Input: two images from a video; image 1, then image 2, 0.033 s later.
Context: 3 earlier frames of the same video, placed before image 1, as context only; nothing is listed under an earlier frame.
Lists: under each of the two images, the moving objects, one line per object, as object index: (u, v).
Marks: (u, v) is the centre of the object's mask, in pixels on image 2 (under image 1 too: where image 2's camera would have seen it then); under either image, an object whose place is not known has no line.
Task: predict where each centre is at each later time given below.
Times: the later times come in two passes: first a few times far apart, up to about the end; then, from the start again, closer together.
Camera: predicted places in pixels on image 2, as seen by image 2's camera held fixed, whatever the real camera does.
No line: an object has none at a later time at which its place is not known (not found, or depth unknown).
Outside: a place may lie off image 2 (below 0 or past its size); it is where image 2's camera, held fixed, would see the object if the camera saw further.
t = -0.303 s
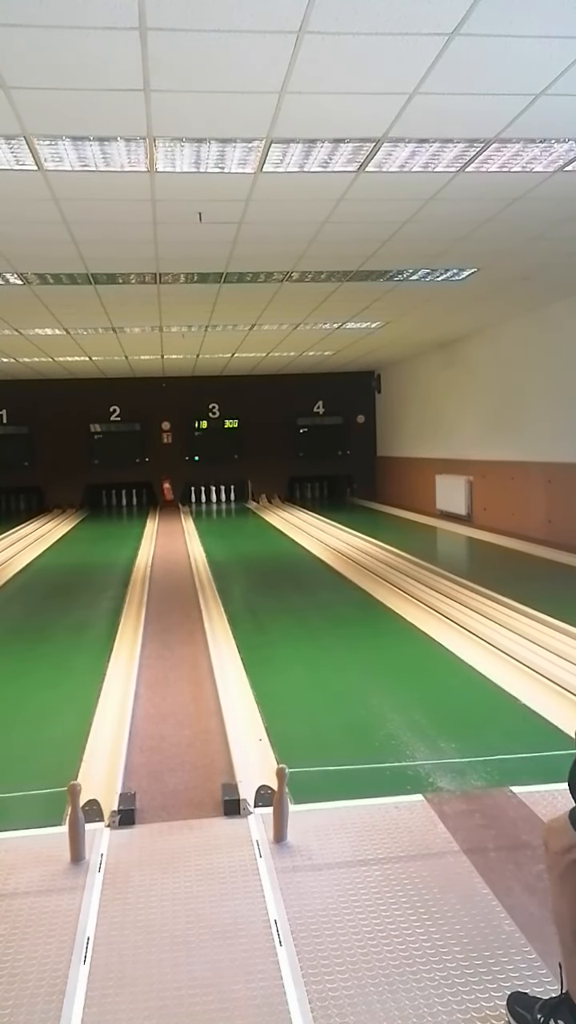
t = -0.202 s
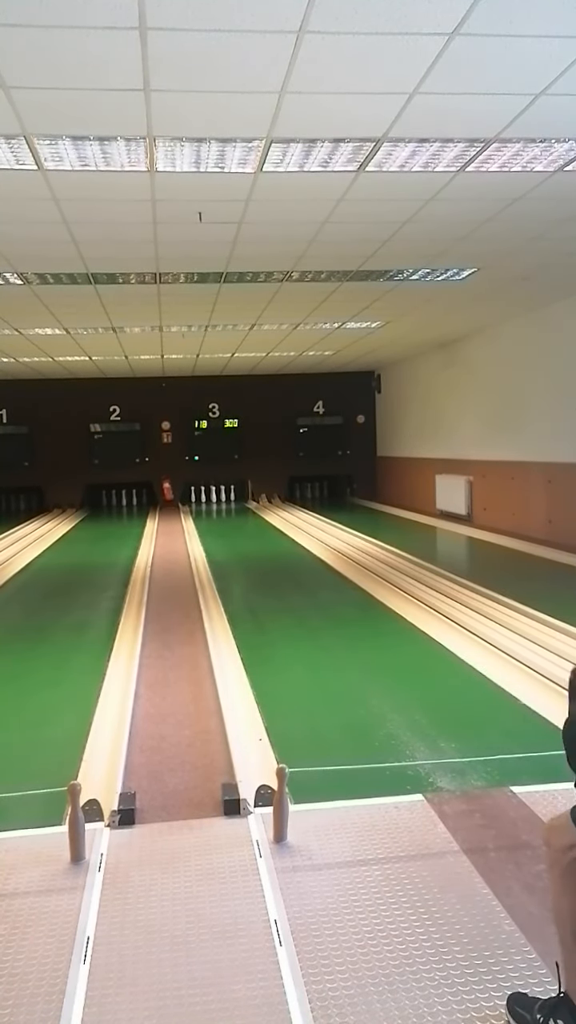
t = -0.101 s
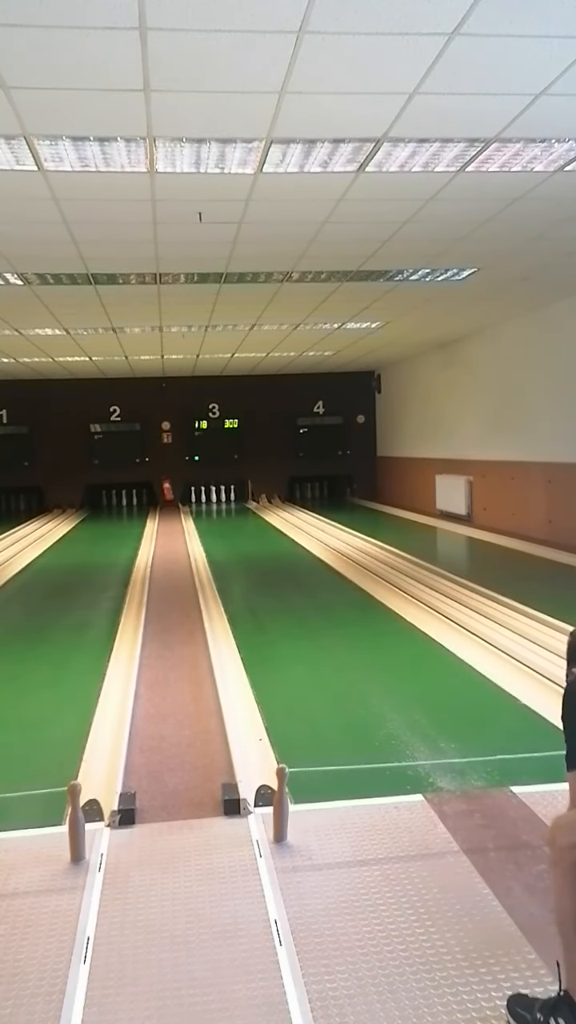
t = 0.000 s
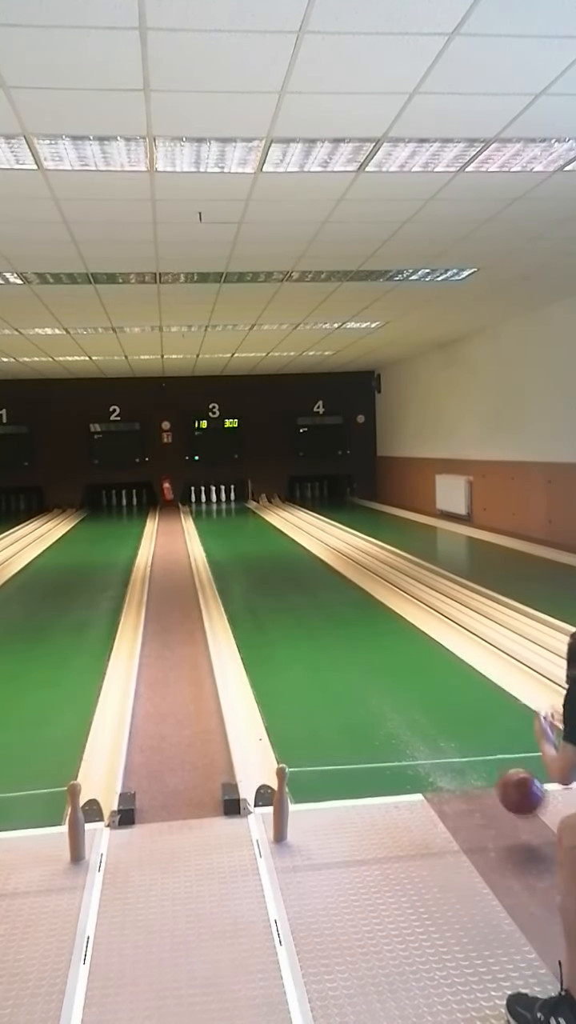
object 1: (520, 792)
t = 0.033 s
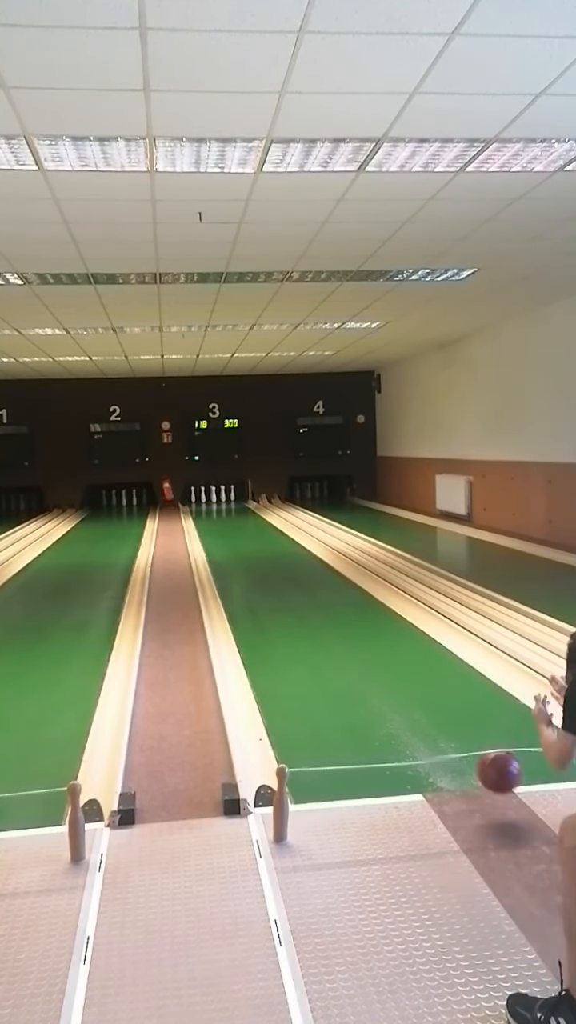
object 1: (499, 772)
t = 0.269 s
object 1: (398, 685)
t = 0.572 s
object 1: (331, 629)
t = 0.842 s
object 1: (295, 596)
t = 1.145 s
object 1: (269, 572)
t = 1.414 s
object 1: (252, 557)
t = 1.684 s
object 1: (238, 545)
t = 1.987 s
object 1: (226, 535)
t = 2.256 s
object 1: (217, 528)
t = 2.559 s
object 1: (209, 522)
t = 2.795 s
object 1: (203, 518)
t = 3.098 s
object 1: (197, 513)
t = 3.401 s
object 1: (191, 509)
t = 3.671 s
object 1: (186, 506)
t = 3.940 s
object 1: (184, 504)
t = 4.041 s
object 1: (183, 503)
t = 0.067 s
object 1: (479, 755)
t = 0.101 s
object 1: (462, 743)
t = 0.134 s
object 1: (447, 736)
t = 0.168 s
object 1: (433, 730)
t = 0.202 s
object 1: (420, 710)
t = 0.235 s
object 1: (408, 695)
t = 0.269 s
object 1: (398, 685)
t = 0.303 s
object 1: (388, 677)
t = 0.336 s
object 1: (379, 672)
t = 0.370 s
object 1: (371, 670)
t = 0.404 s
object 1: (363, 658)
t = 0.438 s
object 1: (355, 649)
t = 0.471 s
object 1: (349, 642)
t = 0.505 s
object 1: (342, 638)
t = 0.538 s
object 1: (337, 636)
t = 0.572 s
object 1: (331, 629)
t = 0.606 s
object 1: (326, 623)
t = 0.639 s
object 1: (321, 619)
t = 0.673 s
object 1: (316, 616)
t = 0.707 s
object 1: (312, 612)
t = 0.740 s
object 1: (307, 606)
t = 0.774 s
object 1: (303, 603)
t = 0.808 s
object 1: (299, 600)
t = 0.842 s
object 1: (295, 596)
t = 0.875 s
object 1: (292, 593)
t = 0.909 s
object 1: (289, 590)
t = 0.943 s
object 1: (285, 587)
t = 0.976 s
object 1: (282, 584)
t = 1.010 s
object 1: (280, 582)
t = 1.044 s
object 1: (276, 579)
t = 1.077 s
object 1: (274, 577)
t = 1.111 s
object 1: (271, 574)
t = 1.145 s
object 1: (269, 572)
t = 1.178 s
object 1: (266, 570)
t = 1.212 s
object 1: (264, 568)
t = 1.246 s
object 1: (262, 566)
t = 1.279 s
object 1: (260, 564)
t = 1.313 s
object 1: (258, 562)
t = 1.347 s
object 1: (256, 560)
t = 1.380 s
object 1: (254, 558)
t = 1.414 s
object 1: (252, 557)
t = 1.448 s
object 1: (250, 555)
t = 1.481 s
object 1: (248, 553)
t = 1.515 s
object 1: (246, 552)
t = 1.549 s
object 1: (245, 550)
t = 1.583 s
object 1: (243, 549)
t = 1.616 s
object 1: (241, 547)
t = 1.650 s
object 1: (240, 546)
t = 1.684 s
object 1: (238, 545)
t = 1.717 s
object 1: (237, 544)
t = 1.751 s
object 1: (235, 542)
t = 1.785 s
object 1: (234, 541)
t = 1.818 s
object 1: (233, 540)
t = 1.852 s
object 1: (231, 539)
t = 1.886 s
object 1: (230, 538)
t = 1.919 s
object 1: (228, 537)
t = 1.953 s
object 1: (227, 536)
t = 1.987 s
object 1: (226, 535)
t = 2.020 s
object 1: (225, 534)
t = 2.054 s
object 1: (224, 533)
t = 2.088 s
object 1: (222, 532)
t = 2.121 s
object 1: (221, 531)
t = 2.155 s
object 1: (220, 531)
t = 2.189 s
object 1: (219, 530)
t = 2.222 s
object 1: (218, 529)
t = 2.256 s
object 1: (217, 528)
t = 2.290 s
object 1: (216, 527)
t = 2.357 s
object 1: (214, 526)
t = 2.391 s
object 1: (213, 525)
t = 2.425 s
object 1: (212, 525)
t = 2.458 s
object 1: (211, 524)
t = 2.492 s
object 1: (210, 524)
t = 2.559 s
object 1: (209, 522)
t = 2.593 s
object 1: (208, 521)
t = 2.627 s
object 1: (207, 520)
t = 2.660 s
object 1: (206, 520)
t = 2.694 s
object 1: (205, 519)
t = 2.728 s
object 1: (204, 519)
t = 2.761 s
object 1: (203, 518)
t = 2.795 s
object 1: (203, 518)
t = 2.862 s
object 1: (201, 517)
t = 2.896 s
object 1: (200, 516)
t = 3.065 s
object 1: (197, 514)
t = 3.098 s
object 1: (197, 513)
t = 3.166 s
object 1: (194, 513)
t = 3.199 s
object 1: (194, 512)
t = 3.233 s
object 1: (194, 511)
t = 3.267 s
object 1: (193, 511)
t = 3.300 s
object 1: (193, 511)
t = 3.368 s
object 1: (192, 509)
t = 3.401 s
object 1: (191, 509)
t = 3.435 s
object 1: (190, 509)
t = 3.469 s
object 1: (190, 509)
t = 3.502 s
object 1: (189, 508)
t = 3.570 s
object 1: (188, 507)
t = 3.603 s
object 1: (187, 507)
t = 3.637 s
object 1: (186, 506)
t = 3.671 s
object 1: (186, 506)
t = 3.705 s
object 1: (184, 506)
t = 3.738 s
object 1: (184, 506)
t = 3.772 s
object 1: (185, 505)
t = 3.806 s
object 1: (185, 505)
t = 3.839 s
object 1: (185, 505)
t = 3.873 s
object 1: (184, 504)
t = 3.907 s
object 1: (184, 504)
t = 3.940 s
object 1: (184, 504)
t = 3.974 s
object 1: (184, 504)
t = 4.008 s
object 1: (183, 503)
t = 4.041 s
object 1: (183, 503)
